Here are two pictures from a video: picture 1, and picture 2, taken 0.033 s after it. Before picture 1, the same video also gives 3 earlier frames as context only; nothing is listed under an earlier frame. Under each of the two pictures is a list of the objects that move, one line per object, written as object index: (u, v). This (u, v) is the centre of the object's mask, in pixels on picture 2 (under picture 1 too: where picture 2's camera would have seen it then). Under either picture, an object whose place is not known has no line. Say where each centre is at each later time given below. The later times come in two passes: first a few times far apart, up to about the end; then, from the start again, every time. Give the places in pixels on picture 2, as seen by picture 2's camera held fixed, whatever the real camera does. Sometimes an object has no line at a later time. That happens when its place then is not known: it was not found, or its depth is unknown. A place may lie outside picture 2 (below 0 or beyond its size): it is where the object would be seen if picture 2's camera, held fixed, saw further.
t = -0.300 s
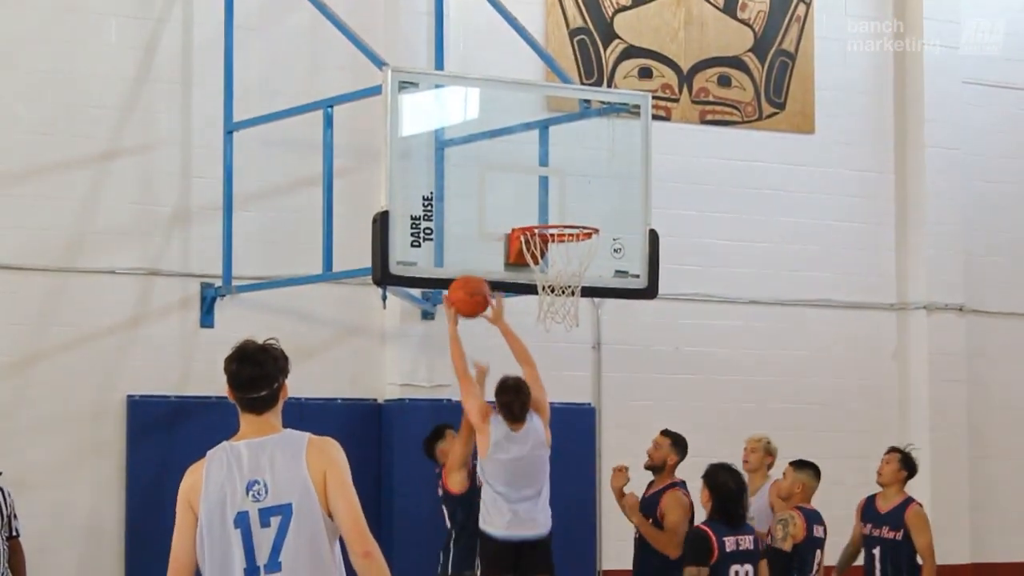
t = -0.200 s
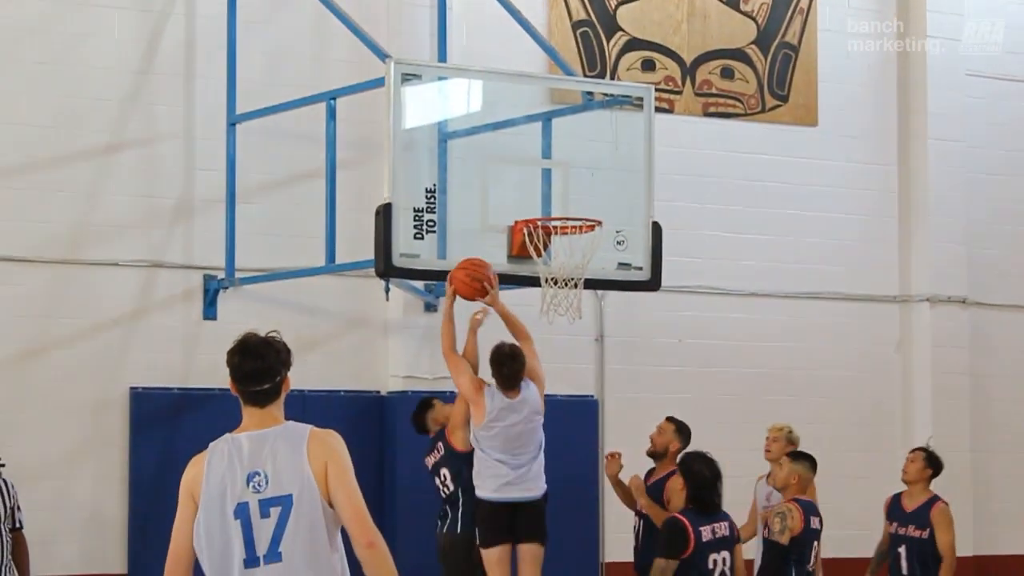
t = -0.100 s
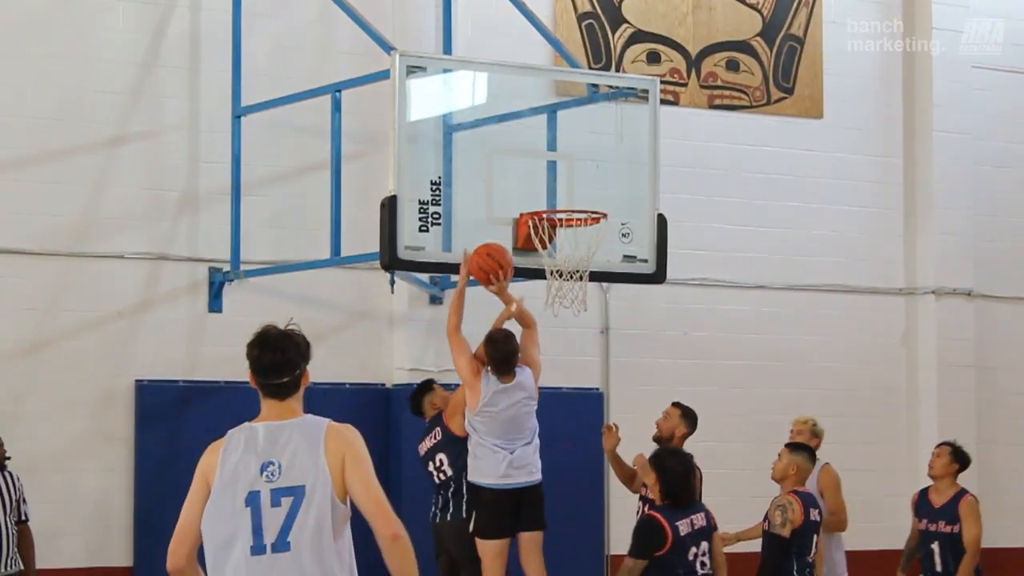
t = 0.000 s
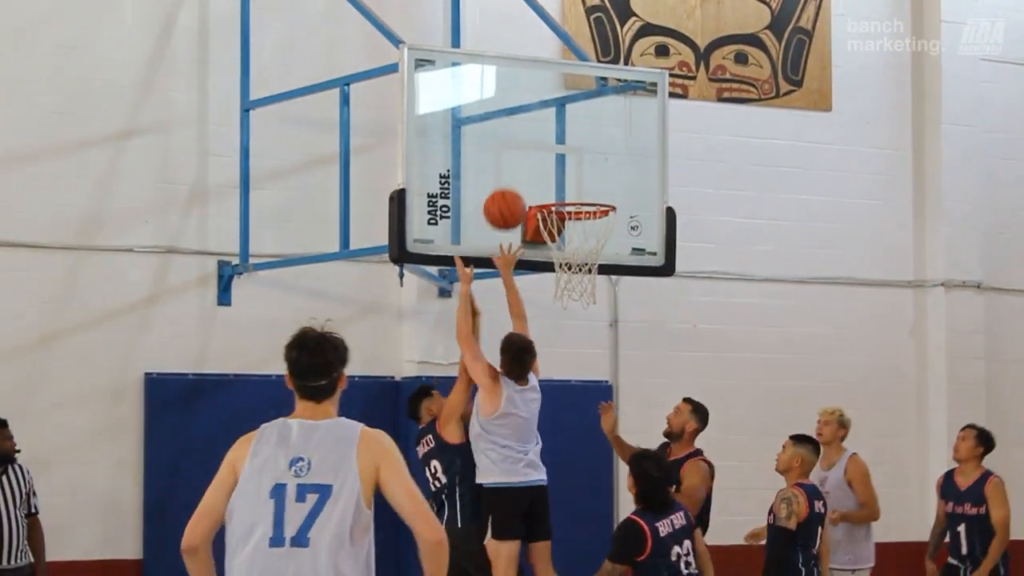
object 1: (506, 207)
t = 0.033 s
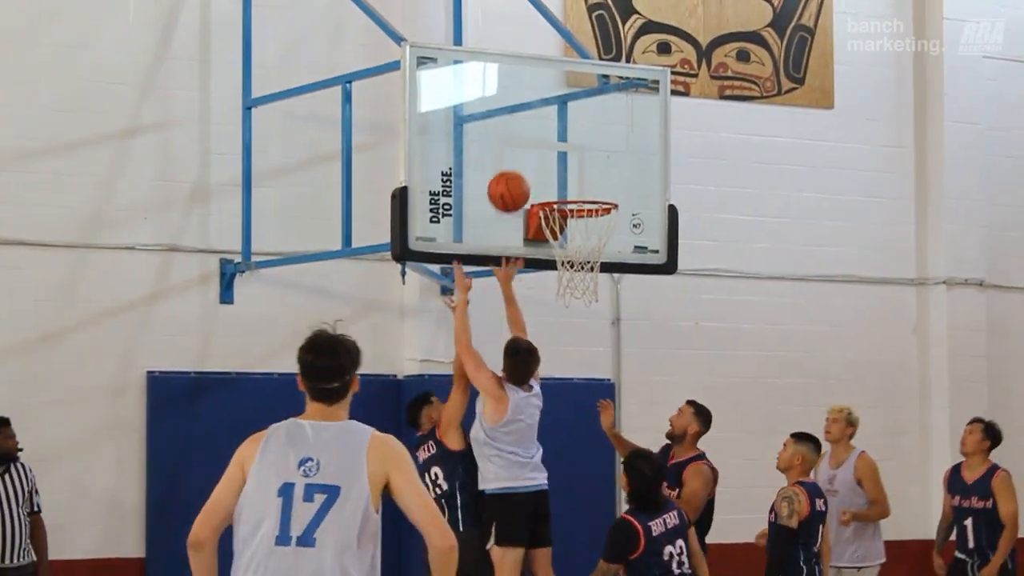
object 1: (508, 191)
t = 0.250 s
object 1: (518, 138)
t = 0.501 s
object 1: (583, 183)
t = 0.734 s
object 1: (573, 207)
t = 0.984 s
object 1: (571, 250)
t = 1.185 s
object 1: (581, 310)
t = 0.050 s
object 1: (509, 184)
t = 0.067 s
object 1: (510, 177)
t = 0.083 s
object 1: (511, 171)
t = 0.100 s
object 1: (512, 166)
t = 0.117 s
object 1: (512, 161)
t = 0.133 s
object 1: (513, 156)
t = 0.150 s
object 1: (514, 152)
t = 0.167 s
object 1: (514, 149)
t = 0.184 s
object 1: (515, 146)
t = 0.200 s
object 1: (516, 143)
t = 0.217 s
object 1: (517, 141)
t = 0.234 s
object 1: (517, 139)
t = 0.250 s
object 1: (518, 138)
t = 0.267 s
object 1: (519, 137)
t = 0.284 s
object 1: (524, 138)
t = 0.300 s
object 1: (528, 138)
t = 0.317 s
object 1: (533, 139)
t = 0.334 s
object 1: (537, 141)
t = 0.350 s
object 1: (542, 143)
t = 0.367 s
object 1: (546, 145)
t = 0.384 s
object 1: (551, 148)
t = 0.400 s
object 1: (555, 152)
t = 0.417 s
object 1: (560, 156)
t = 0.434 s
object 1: (564, 160)
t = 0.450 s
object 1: (569, 165)
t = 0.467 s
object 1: (574, 171)
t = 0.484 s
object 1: (578, 176)
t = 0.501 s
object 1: (583, 183)
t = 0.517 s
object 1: (587, 189)
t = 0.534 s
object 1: (586, 190)
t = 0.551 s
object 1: (585, 190)
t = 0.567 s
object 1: (583, 190)
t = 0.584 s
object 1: (582, 190)
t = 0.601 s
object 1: (581, 190)
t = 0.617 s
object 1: (580, 191)
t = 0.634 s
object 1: (578, 193)
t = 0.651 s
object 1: (577, 193)
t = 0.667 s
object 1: (575, 194)
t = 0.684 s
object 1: (574, 194)
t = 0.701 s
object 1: (574, 194)
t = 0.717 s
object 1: (575, 205)
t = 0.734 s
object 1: (573, 207)
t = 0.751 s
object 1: (573, 208)
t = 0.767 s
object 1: (573, 210)
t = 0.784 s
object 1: (573, 213)
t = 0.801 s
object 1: (571, 217)
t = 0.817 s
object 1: (569, 221)
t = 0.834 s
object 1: (569, 223)
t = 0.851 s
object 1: (569, 226)
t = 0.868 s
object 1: (568, 229)
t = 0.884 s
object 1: (568, 231)
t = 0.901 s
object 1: (569, 237)
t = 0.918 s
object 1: (569, 240)
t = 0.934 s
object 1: (569, 242)
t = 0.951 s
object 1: (570, 245)
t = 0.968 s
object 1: (571, 247)
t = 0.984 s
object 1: (571, 250)
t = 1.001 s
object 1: (572, 253)
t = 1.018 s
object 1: (572, 256)
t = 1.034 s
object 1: (573, 259)
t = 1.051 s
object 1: (574, 263)
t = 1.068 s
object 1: (575, 267)
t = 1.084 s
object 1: (575, 271)
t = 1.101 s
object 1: (576, 276)
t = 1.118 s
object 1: (577, 287)
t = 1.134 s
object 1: (578, 291)
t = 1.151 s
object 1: (579, 296)
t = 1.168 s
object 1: (580, 302)
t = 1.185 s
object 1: (581, 310)
